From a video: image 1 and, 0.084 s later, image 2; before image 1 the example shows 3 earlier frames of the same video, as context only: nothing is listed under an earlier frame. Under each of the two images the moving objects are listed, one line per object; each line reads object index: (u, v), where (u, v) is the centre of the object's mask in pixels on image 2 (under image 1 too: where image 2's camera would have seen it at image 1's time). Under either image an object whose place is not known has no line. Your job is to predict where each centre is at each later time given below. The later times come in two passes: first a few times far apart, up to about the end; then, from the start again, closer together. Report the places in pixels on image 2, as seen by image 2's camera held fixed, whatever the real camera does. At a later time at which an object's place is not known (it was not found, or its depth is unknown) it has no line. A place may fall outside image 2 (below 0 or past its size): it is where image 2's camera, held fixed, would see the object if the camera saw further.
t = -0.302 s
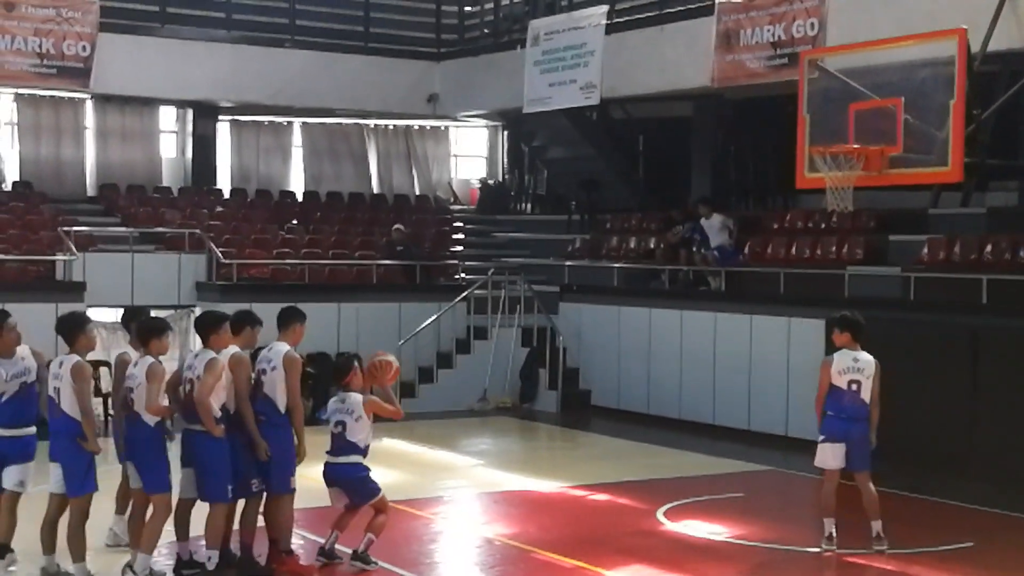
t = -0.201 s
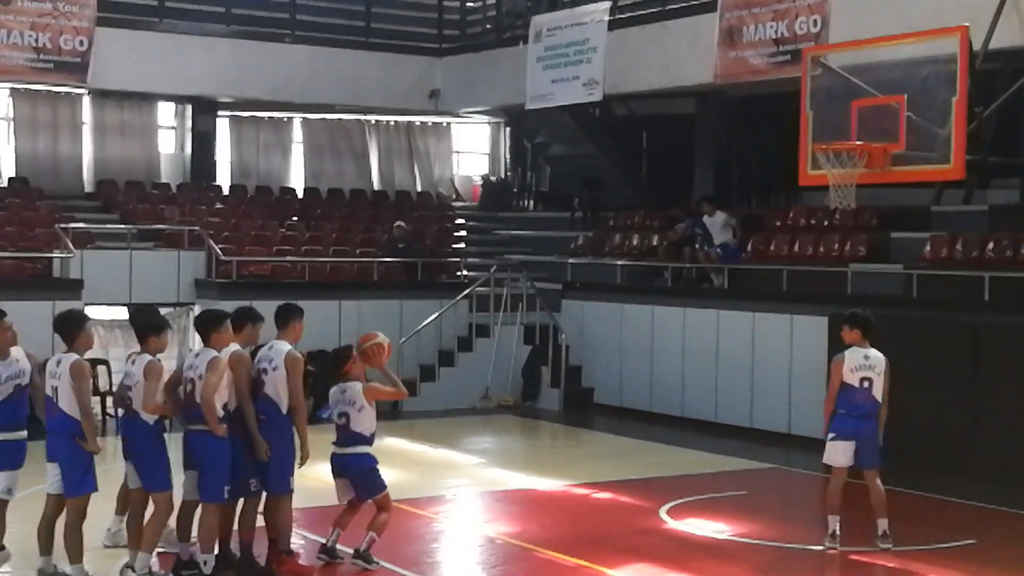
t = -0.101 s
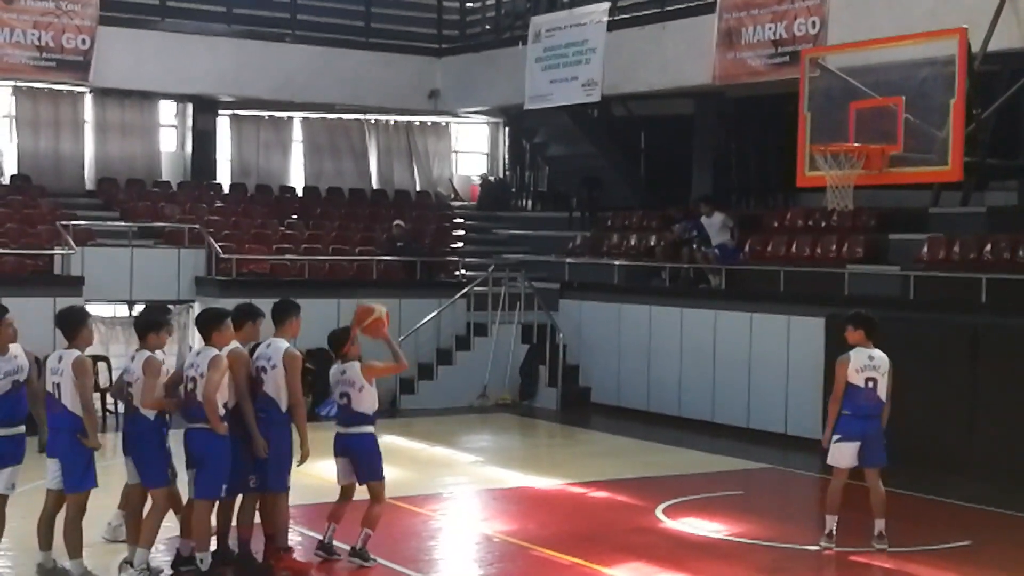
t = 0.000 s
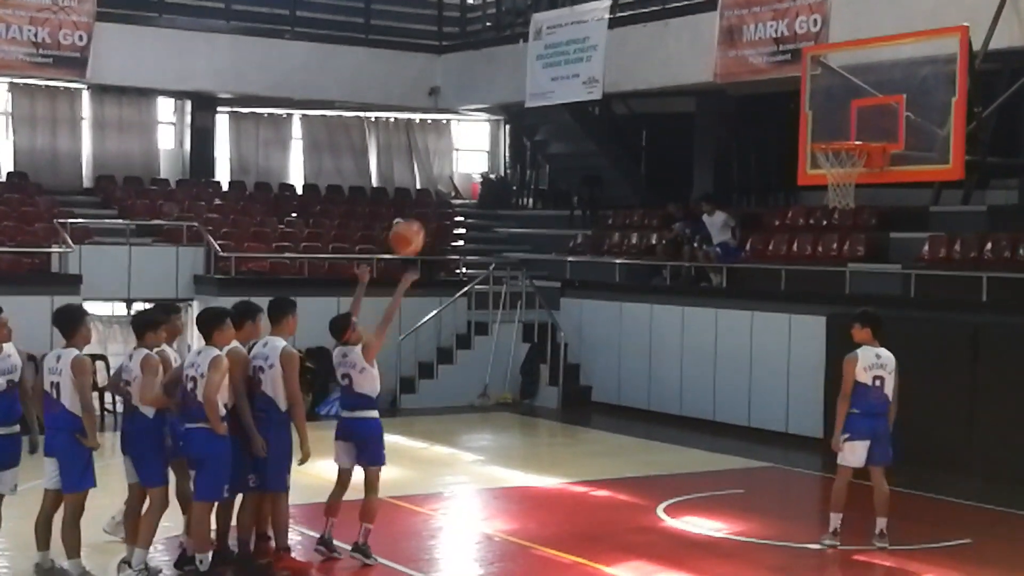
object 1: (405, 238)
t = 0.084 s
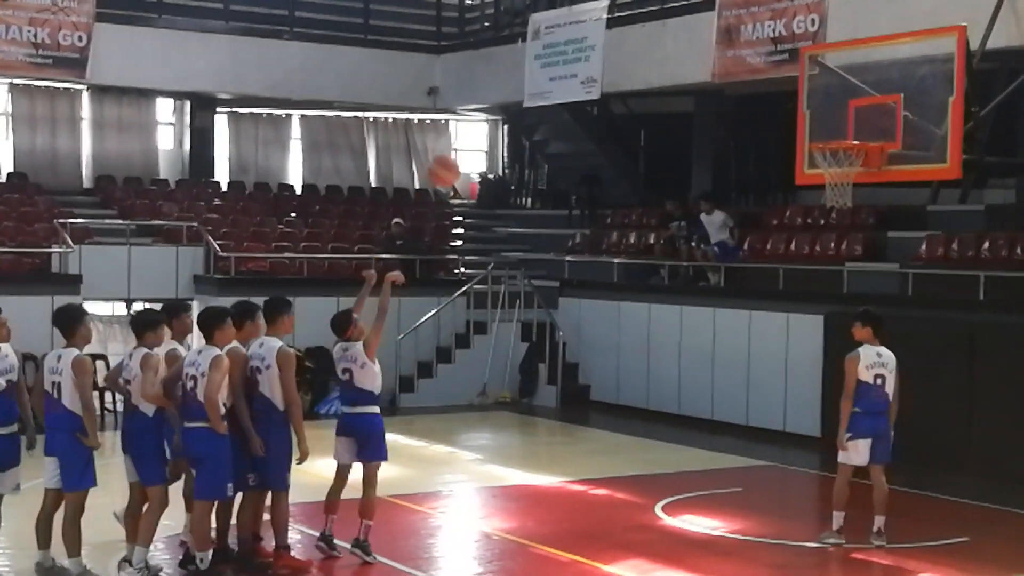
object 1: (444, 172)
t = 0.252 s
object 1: (521, 66)
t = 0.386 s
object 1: (577, 18)
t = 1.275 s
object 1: (861, 177)
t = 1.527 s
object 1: (868, 239)
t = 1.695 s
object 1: (867, 322)
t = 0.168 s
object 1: (485, 110)
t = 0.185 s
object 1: (492, 102)
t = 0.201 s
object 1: (499, 93)
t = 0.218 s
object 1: (507, 82)
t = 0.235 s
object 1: (514, 73)
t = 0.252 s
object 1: (521, 66)
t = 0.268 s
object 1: (528, 57)
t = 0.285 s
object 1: (535, 49)
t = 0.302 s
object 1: (542, 42)
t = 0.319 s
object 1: (549, 36)
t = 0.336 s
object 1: (556, 30)
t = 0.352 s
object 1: (563, 24)
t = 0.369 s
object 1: (571, 20)
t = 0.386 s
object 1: (577, 18)
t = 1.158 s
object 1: (846, 157)
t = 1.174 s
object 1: (850, 163)
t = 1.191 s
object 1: (853, 170)
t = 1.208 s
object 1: (857, 172)
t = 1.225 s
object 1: (861, 174)
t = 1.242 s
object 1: (861, 175)
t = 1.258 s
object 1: (862, 177)
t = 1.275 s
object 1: (861, 177)
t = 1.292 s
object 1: (862, 178)
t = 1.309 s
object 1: (864, 185)
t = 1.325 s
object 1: (864, 184)
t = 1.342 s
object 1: (863, 186)
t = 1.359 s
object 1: (864, 188)
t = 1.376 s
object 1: (864, 191)
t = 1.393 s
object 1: (864, 196)
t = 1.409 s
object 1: (865, 202)
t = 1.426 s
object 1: (865, 206)
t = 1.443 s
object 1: (866, 210)
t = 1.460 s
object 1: (867, 216)
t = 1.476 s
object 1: (867, 220)
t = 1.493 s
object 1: (867, 226)
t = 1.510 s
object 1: (868, 232)
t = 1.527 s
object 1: (868, 239)
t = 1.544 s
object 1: (868, 247)
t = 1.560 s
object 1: (868, 253)
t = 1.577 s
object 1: (869, 260)
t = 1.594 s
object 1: (869, 268)
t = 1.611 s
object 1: (869, 278)
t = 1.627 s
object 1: (869, 286)
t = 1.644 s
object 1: (870, 295)
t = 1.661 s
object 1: (870, 303)
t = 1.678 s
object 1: (868, 312)
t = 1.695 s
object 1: (867, 322)
